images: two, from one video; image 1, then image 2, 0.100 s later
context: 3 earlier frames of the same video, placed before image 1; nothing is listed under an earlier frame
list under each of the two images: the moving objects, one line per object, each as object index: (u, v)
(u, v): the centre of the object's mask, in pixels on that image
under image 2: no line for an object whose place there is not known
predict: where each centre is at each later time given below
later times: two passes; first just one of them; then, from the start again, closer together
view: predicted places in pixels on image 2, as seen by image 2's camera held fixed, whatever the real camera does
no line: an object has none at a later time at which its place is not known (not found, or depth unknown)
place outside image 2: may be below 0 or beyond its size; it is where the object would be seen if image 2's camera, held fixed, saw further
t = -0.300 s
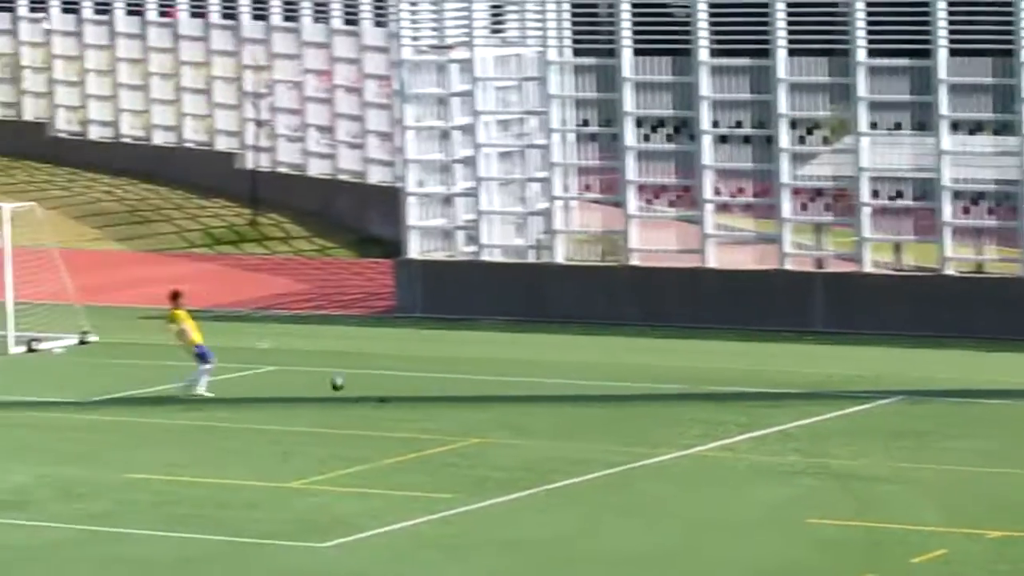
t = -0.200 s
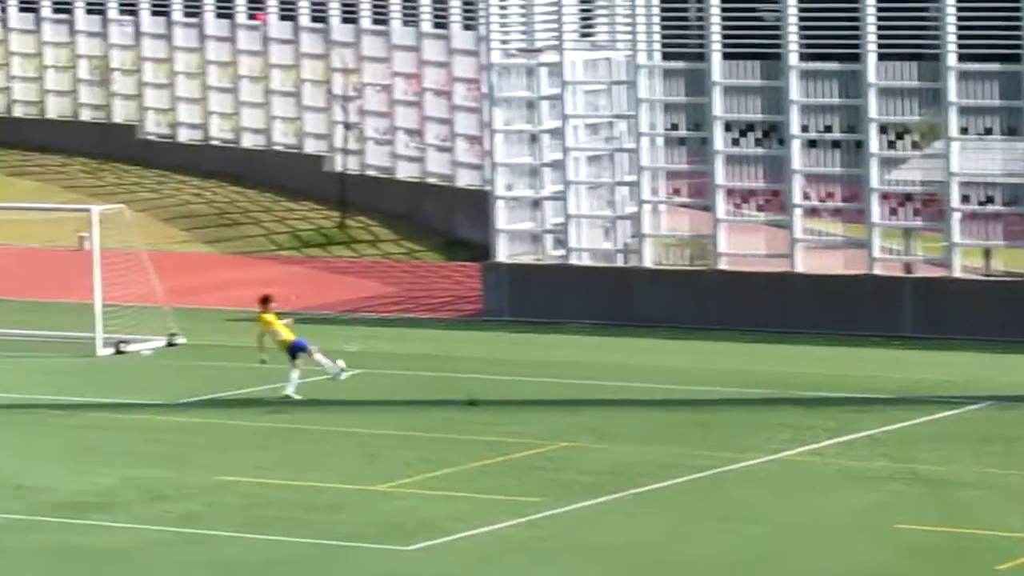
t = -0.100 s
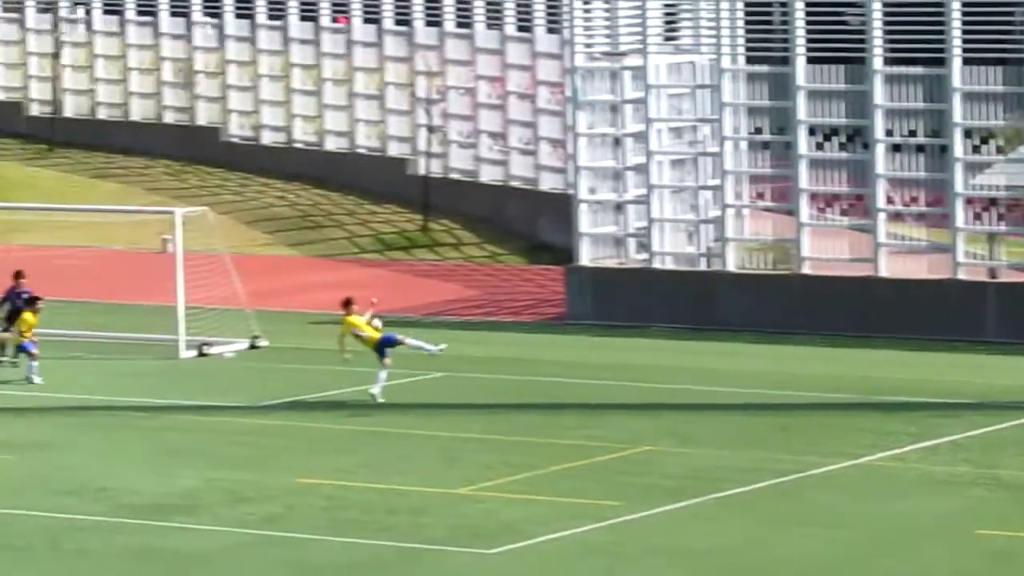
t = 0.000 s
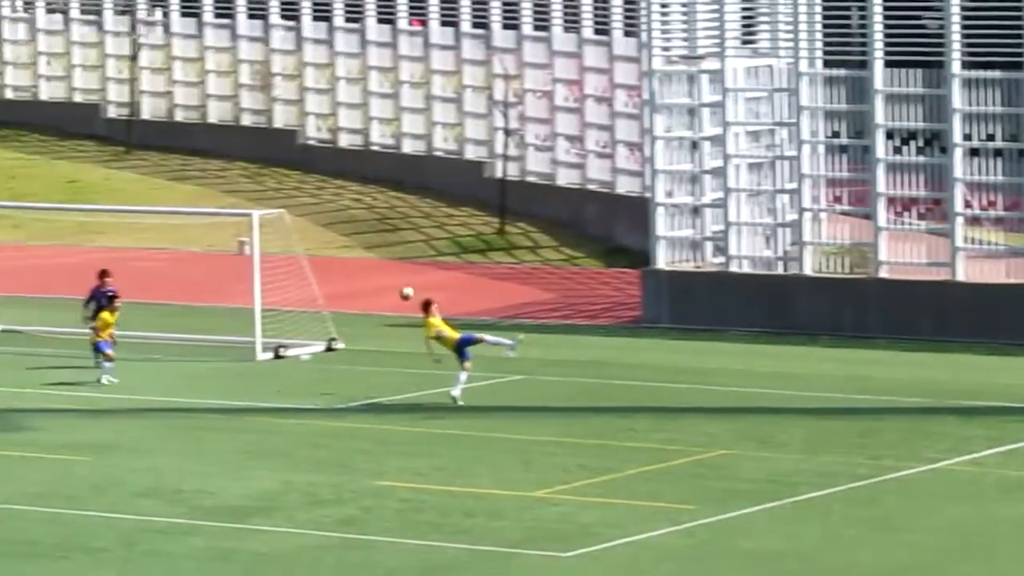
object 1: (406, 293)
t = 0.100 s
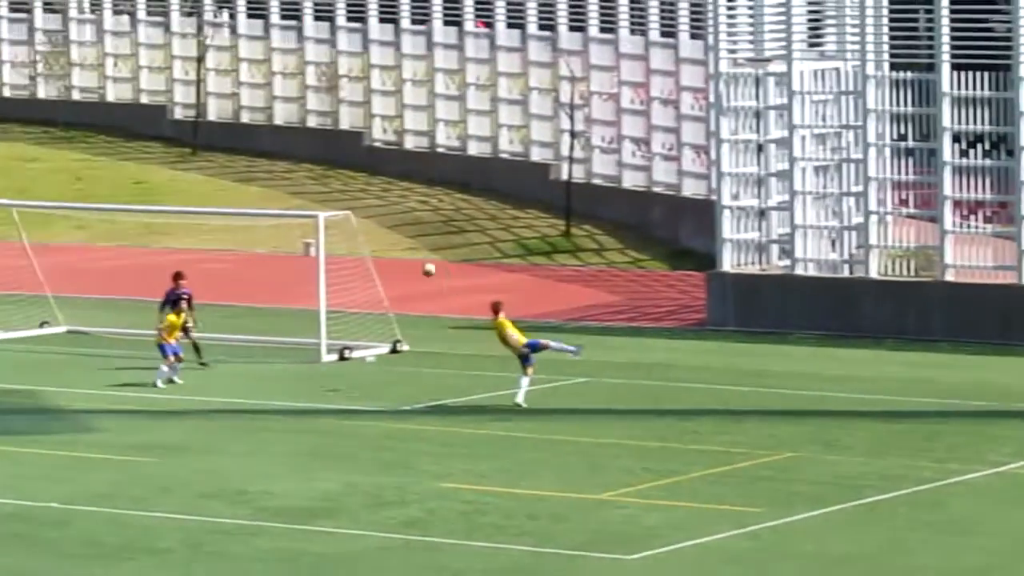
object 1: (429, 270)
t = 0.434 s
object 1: (295, 242)
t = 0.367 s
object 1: (321, 241)
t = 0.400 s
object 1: (308, 241)
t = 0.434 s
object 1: (295, 242)
